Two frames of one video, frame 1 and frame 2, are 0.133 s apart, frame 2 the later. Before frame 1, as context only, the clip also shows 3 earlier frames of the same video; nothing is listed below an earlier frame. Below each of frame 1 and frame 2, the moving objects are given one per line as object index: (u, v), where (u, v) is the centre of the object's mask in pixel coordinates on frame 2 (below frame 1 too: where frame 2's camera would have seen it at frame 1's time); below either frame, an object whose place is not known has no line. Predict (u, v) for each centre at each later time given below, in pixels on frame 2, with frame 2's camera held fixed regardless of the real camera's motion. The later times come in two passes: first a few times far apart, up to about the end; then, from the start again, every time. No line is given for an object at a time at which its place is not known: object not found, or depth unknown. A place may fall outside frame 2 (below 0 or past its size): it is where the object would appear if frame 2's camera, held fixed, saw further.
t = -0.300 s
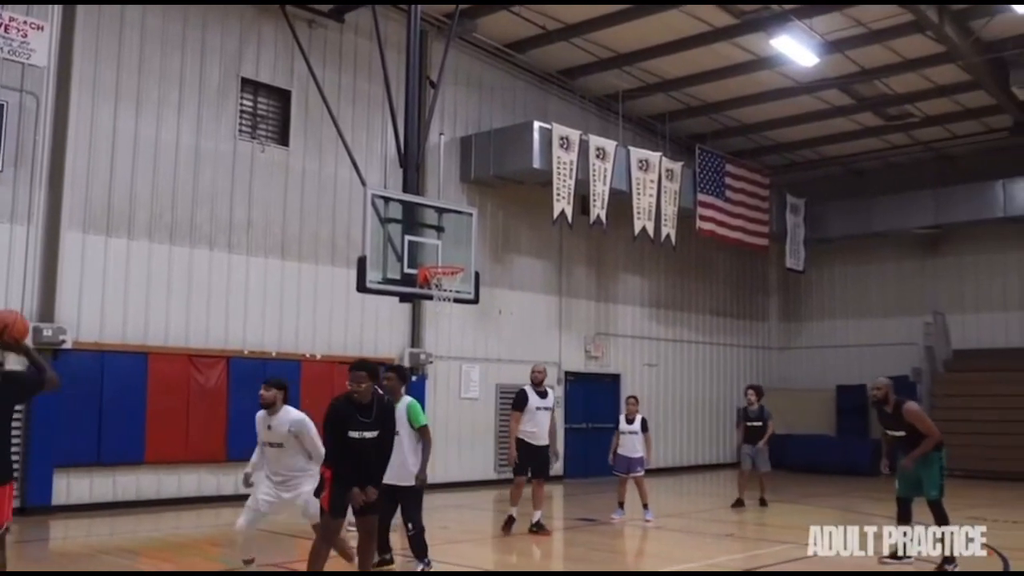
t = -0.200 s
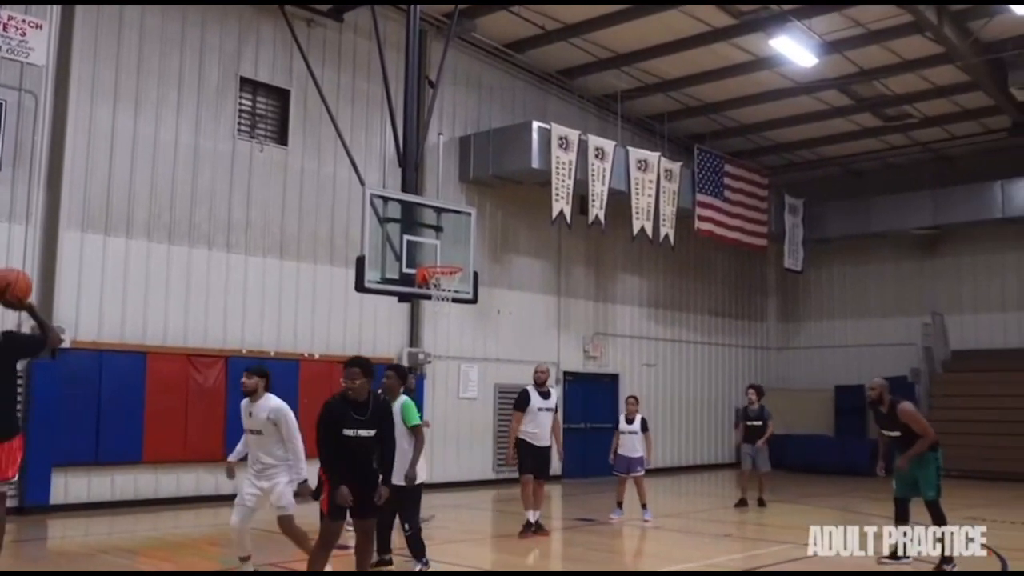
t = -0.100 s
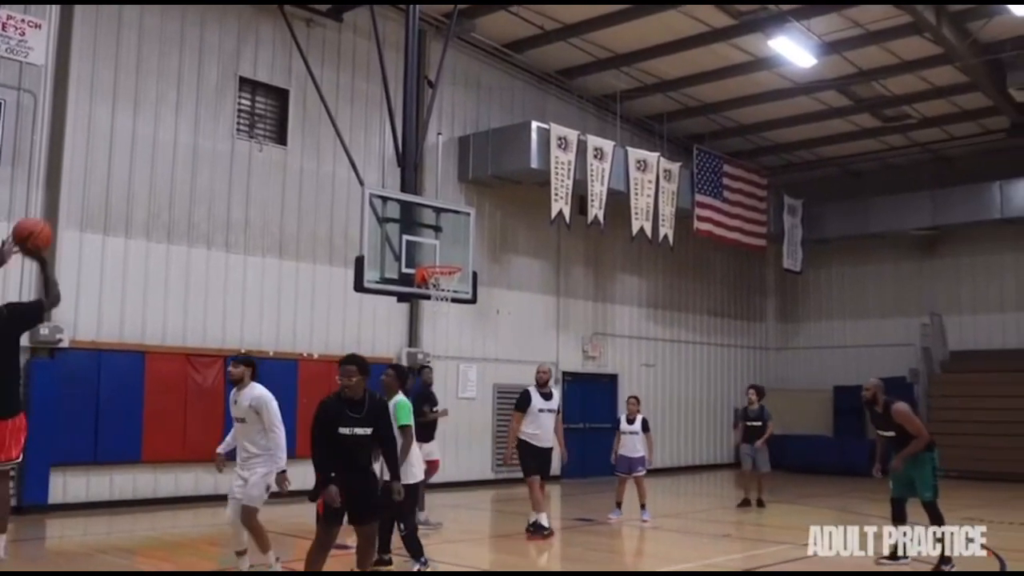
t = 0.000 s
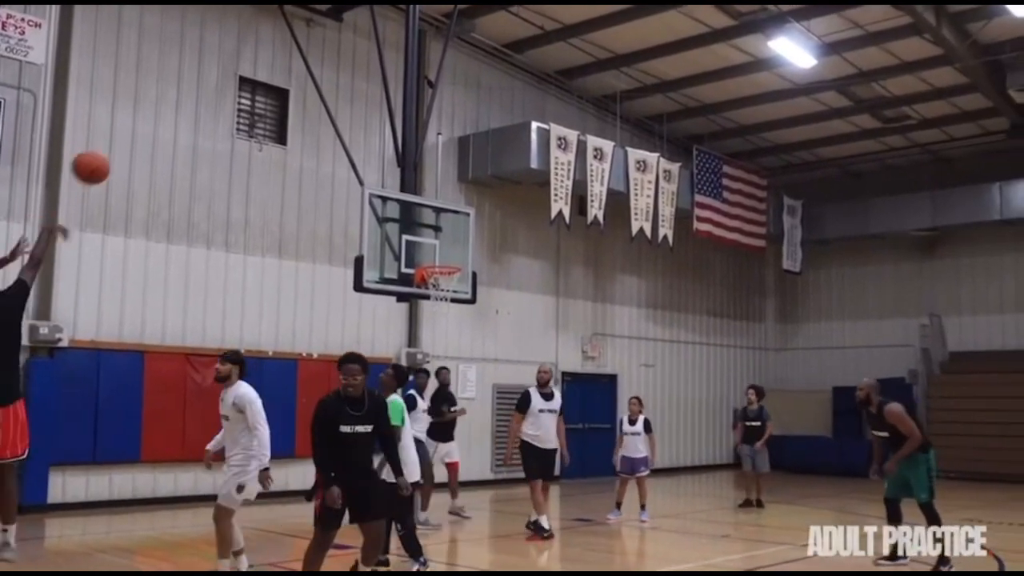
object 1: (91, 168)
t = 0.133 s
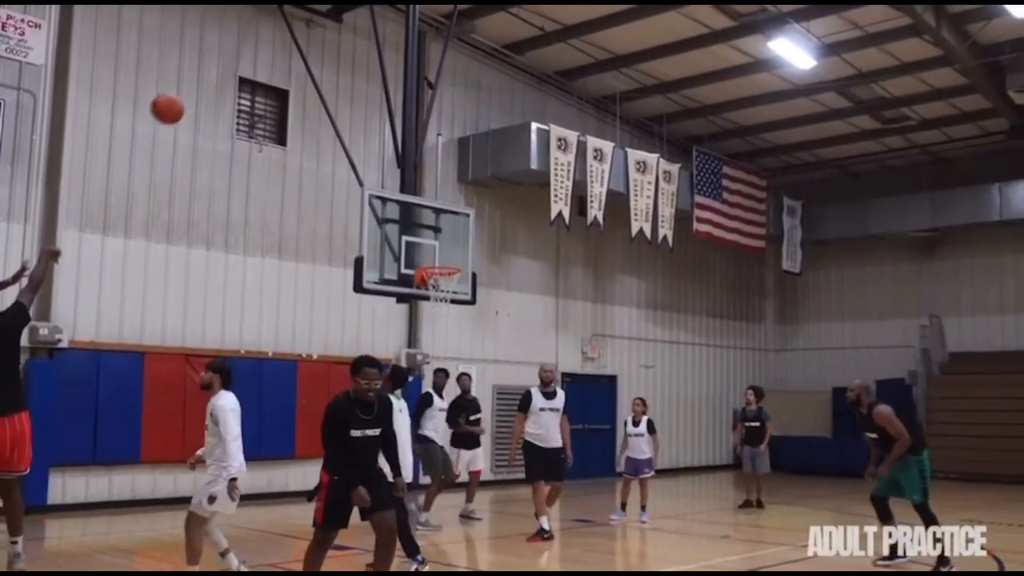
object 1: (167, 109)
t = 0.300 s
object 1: (242, 75)
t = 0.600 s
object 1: (337, 95)
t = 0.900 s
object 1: (403, 184)
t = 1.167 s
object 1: (447, 269)
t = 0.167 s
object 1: (184, 99)
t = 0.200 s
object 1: (200, 91)
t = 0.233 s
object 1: (215, 84)
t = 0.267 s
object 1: (229, 78)
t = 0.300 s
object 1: (242, 75)
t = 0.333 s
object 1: (256, 73)
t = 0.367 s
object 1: (267, 72)
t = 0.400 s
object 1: (279, 72)
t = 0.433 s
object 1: (290, 74)
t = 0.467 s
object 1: (300, 76)
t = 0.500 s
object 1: (310, 79)
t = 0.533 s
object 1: (320, 83)
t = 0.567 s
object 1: (329, 88)
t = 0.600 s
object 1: (337, 95)
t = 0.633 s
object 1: (346, 102)
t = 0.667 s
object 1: (355, 110)
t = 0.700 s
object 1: (361, 119)
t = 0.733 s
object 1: (369, 127)
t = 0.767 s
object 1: (376, 138)
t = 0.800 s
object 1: (384, 149)
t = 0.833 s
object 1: (391, 161)
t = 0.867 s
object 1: (397, 172)
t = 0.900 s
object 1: (403, 184)
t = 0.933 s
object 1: (409, 197)
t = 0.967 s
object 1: (414, 211)
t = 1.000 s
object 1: (421, 225)
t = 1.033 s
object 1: (426, 241)
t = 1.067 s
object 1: (431, 256)
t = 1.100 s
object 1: (437, 267)
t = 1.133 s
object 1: (449, 270)
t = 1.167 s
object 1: (447, 269)
